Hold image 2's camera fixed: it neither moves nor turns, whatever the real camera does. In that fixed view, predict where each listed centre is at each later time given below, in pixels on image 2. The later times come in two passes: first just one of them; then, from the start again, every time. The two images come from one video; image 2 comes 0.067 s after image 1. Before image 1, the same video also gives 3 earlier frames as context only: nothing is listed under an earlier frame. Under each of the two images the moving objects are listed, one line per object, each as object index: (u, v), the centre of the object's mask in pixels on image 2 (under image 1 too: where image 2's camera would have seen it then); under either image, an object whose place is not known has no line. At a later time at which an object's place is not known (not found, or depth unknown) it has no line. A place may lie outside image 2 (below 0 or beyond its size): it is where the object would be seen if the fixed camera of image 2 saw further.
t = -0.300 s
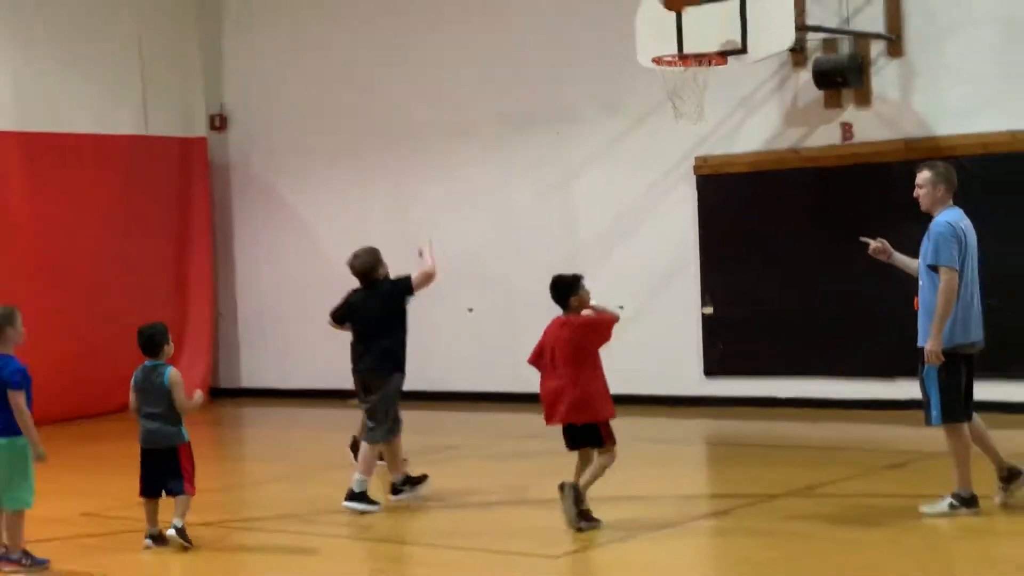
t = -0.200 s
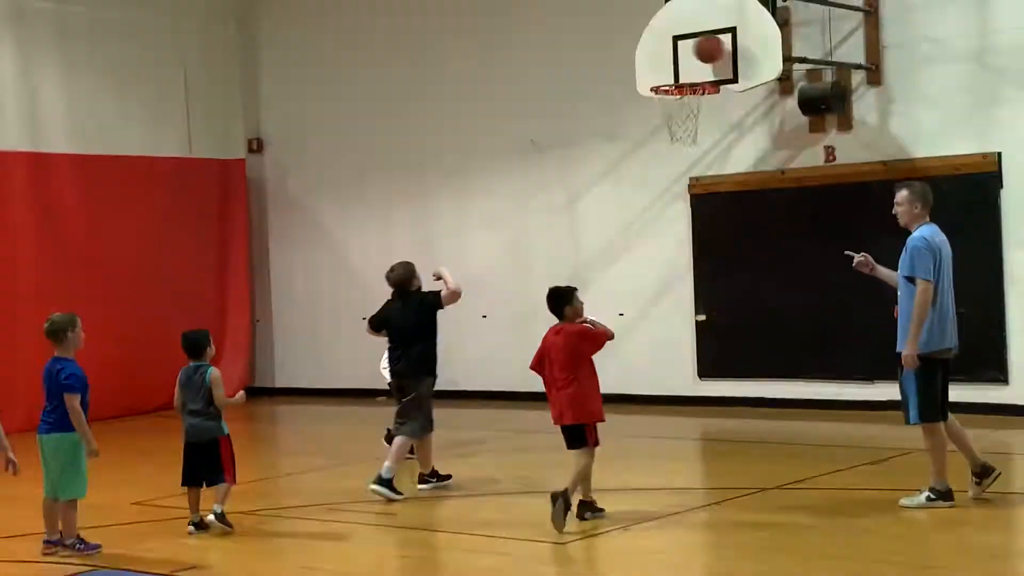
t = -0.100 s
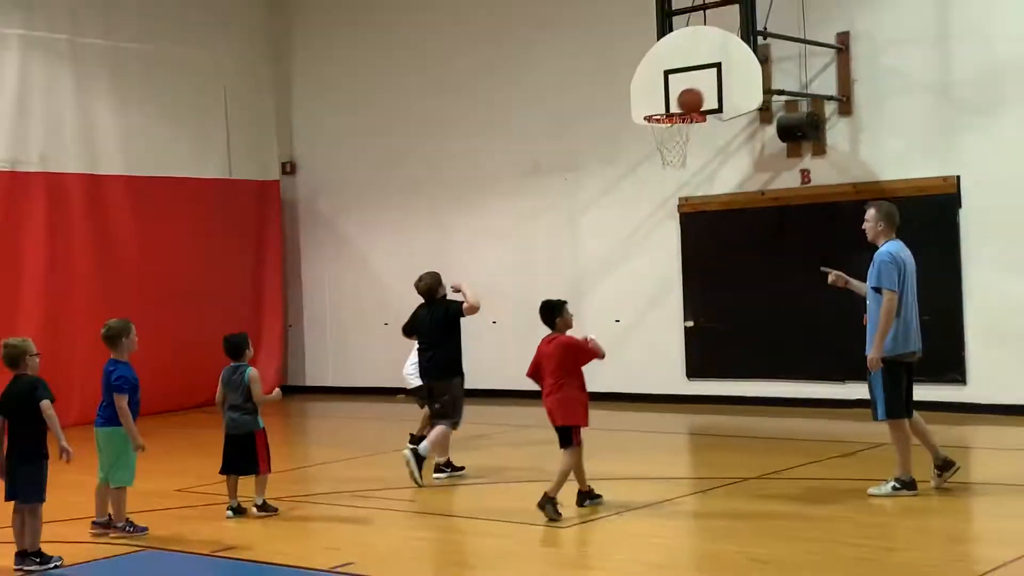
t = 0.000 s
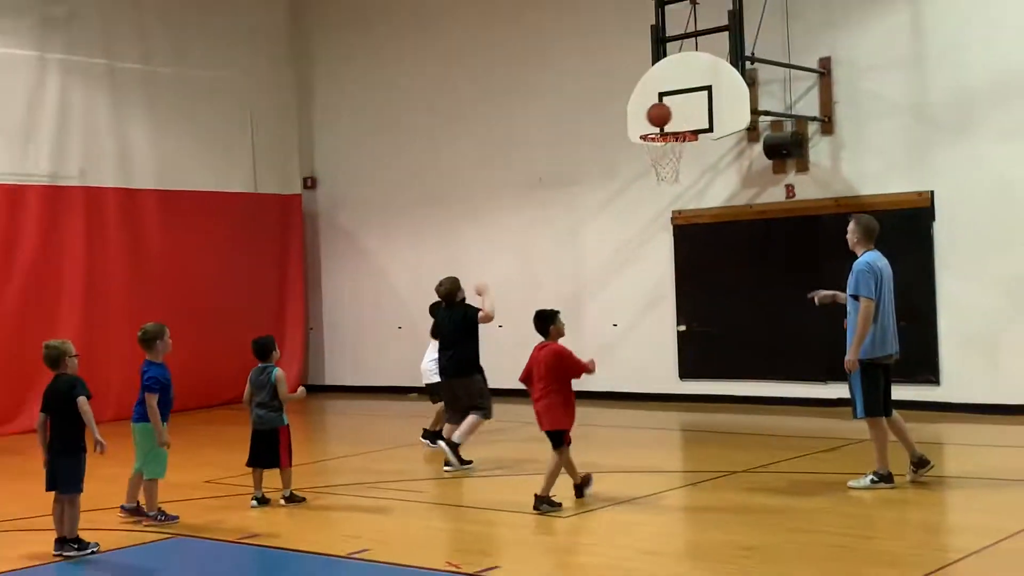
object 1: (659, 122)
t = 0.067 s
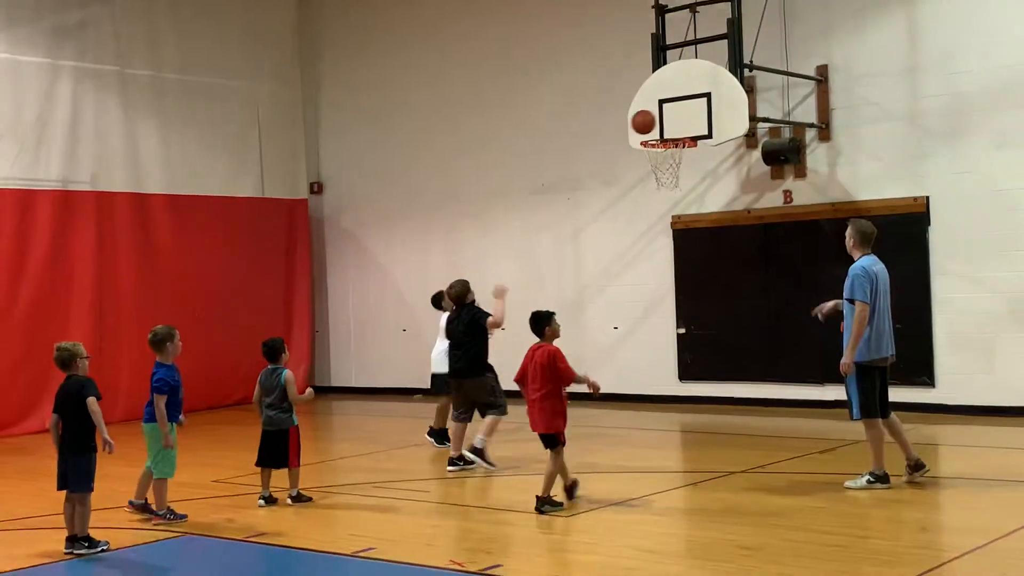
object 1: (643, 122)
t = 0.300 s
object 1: (588, 161)
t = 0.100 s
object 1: (635, 124)
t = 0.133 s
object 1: (627, 127)
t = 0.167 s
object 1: (619, 131)
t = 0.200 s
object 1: (612, 137)
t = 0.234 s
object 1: (603, 144)
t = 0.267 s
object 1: (596, 152)
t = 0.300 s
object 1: (588, 161)
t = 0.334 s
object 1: (580, 171)
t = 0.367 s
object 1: (572, 183)
